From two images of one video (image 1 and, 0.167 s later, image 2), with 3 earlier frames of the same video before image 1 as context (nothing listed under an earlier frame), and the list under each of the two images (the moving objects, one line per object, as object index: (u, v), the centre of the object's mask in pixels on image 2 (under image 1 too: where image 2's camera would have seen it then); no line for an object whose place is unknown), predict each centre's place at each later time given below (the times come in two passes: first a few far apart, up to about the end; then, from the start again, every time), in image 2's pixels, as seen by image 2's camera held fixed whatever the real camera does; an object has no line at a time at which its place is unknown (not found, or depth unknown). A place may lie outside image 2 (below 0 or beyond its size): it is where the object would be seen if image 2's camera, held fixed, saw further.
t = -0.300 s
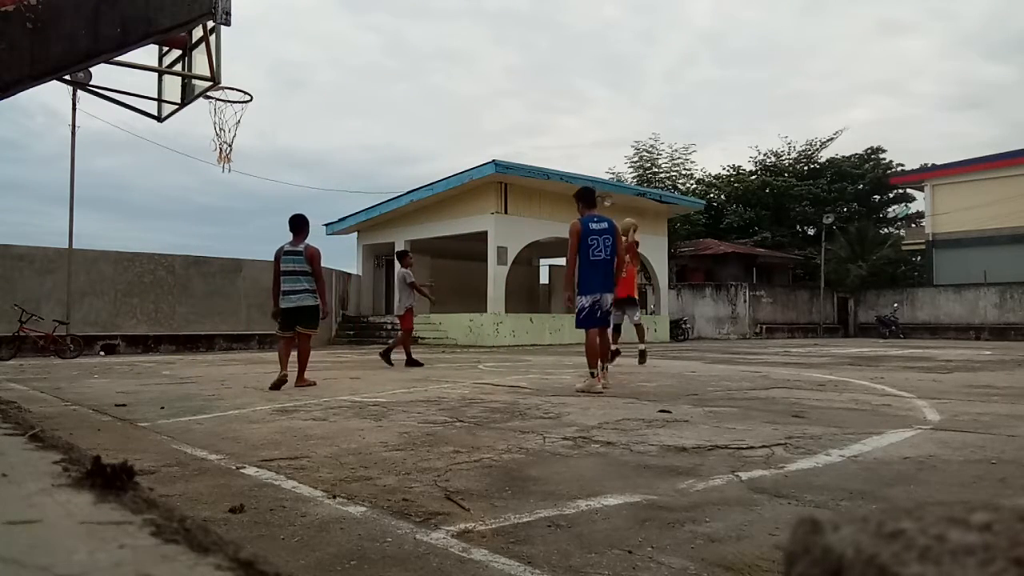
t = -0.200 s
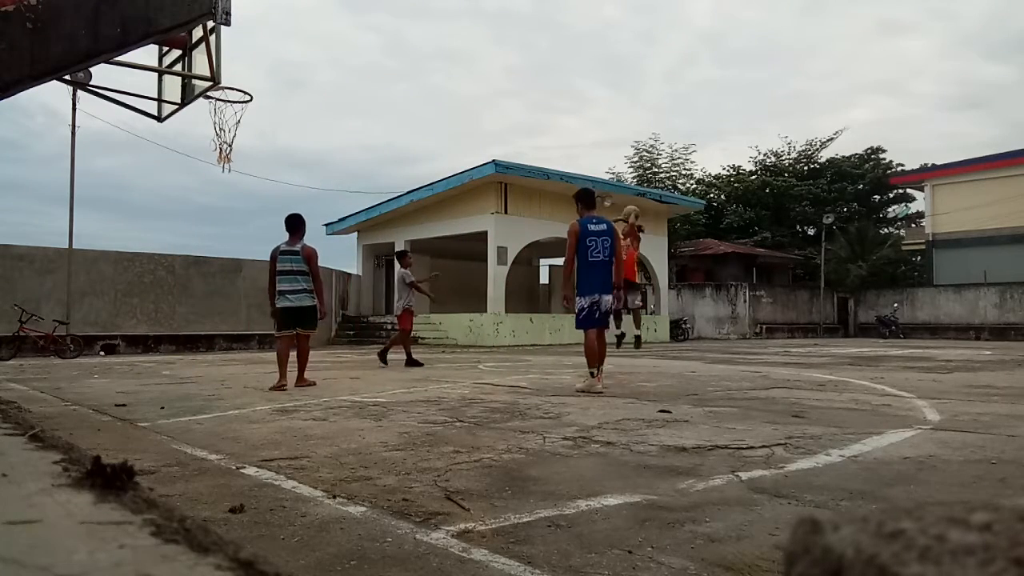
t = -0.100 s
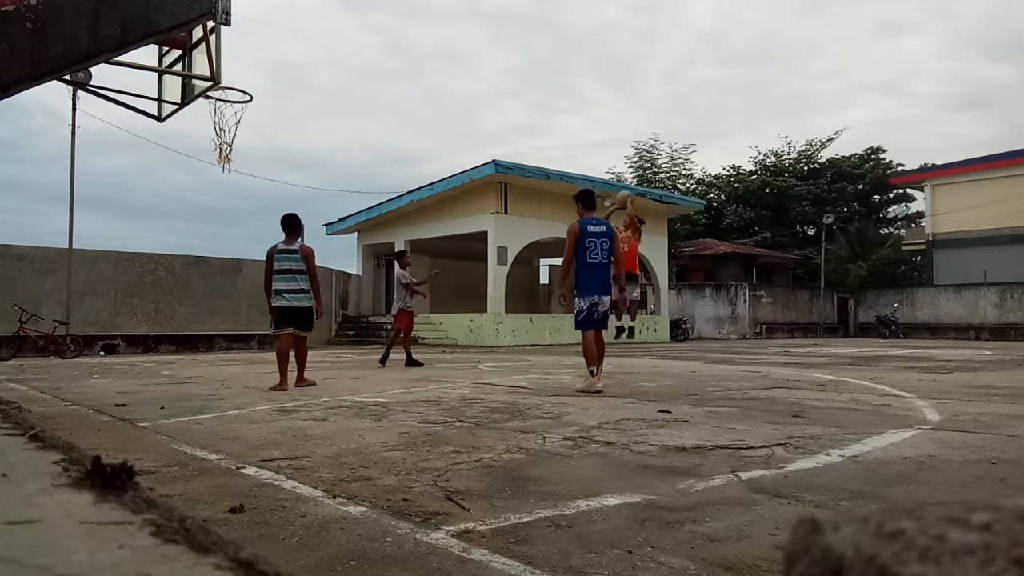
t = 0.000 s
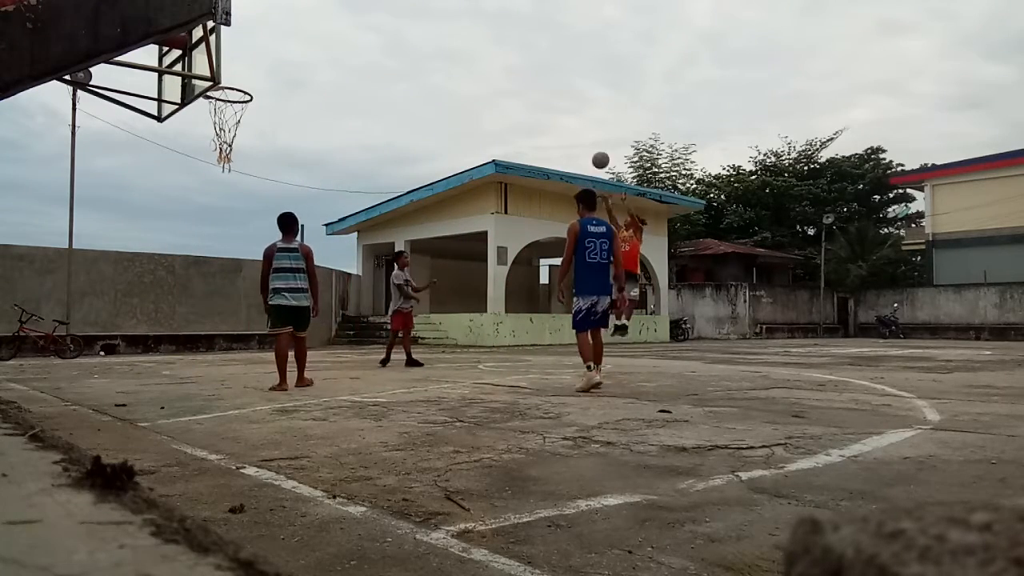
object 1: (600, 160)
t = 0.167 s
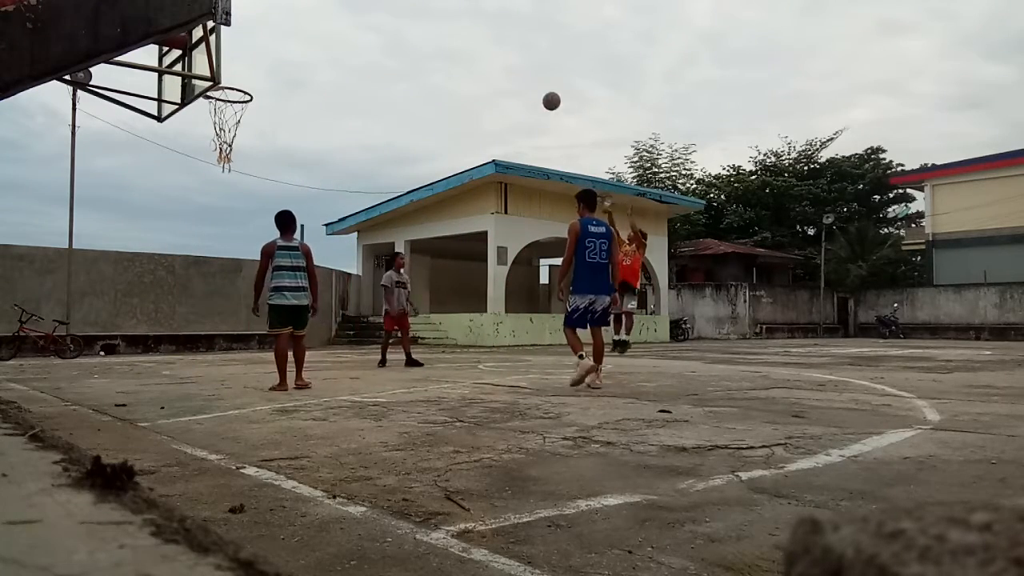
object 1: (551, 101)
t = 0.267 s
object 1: (520, 73)
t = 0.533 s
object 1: (428, 30)
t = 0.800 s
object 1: (323, 43)
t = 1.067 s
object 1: (199, 114)
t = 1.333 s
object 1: (58, 245)
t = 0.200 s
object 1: (541, 91)
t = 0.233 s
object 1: (530, 81)
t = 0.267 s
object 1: (520, 73)
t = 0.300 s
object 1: (509, 65)
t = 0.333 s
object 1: (498, 58)
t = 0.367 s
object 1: (487, 51)
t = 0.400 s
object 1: (476, 45)
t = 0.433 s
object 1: (464, 41)
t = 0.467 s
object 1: (453, 36)
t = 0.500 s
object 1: (441, 33)
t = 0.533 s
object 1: (428, 30)
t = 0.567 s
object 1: (416, 29)
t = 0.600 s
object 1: (404, 28)
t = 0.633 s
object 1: (391, 28)
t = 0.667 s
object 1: (378, 29)
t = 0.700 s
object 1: (364, 31)
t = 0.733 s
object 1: (351, 34)
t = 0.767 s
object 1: (337, 38)
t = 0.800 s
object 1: (323, 43)
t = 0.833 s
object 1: (308, 49)
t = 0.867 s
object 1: (294, 56)
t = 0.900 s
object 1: (279, 64)
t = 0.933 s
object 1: (264, 74)
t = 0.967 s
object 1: (248, 85)
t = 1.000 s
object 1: (232, 94)
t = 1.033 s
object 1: (215, 103)
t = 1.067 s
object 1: (199, 114)
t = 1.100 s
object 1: (183, 125)
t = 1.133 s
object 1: (166, 138)
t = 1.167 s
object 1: (150, 152)
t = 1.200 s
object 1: (132, 168)
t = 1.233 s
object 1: (115, 185)
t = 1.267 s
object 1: (97, 203)
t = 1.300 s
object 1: (78, 224)
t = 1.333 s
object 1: (58, 245)
